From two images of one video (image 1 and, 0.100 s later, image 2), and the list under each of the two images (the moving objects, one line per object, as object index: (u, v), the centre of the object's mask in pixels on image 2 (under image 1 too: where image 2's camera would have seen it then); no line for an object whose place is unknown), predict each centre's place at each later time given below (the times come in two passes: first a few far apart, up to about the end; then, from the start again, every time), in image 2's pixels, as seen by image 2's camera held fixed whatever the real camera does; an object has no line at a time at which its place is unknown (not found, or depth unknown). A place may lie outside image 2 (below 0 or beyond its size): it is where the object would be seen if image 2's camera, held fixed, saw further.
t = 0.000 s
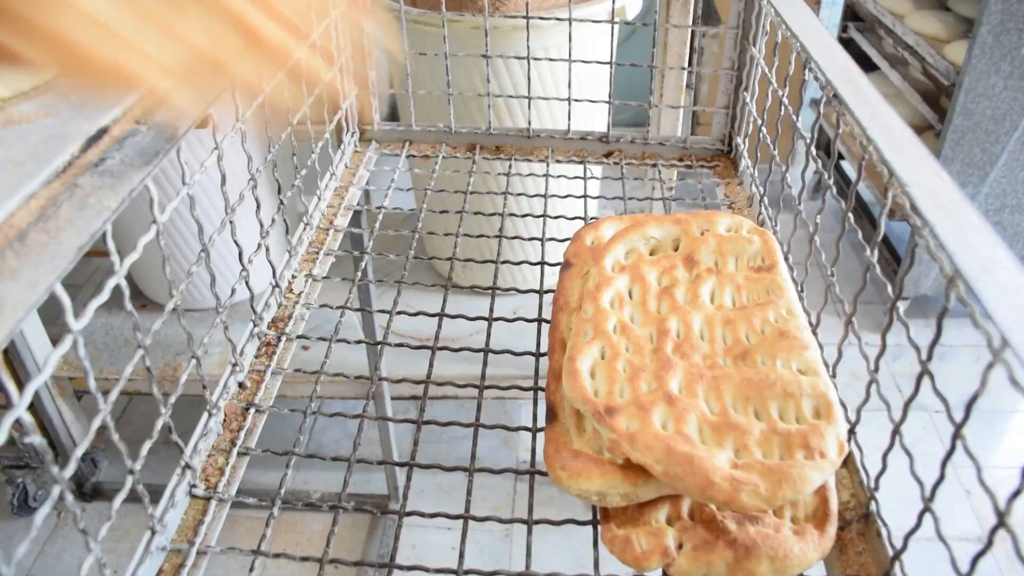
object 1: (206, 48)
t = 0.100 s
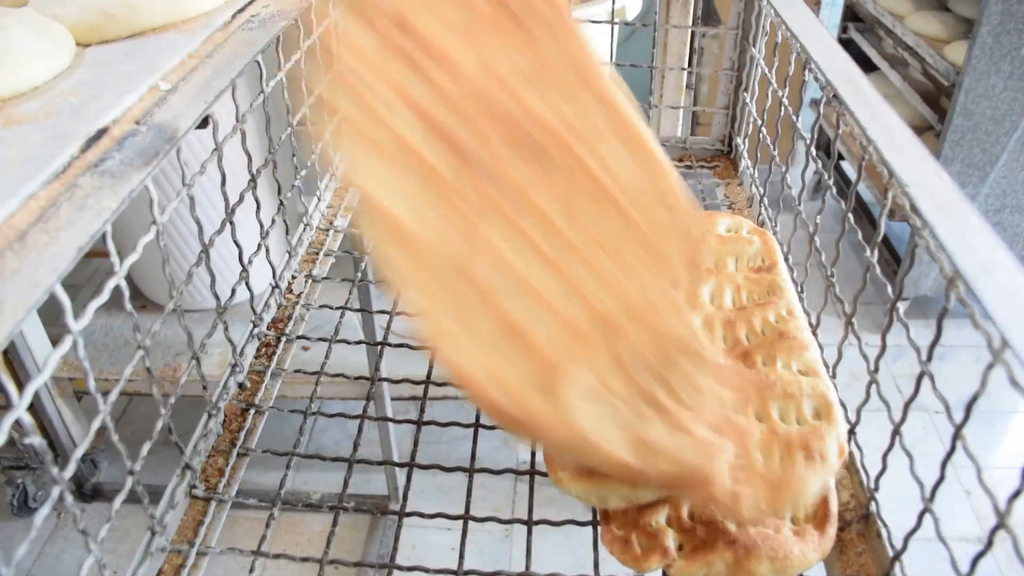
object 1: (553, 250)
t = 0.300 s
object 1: (660, 196)
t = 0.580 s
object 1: (599, 195)
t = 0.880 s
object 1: (515, 205)
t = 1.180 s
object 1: (505, 205)
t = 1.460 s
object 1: (505, 205)
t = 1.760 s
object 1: (505, 205)
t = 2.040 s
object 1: (504, 204)
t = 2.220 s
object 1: (505, 204)
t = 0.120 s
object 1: (583, 253)
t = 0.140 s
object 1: (623, 289)
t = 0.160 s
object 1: (650, 304)
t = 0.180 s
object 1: (659, 279)
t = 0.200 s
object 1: (664, 254)
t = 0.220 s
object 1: (664, 233)
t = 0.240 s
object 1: (664, 217)
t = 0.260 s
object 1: (663, 205)
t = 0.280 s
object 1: (662, 199)
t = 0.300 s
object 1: (660, 196)
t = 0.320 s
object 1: (658, 197)
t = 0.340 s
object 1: (656, 202)
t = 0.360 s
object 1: (651, 206)
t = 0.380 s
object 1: (650, 210)
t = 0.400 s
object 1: (649, 215)
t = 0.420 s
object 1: (644, 214)
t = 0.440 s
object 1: (638, 210)
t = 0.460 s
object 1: (633, 204)
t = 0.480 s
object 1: (627, 201)
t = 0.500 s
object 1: (622, 197)
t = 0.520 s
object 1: (616, 196)
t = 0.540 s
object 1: (610, 196)
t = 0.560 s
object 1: (604, 196)
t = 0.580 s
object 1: (599, 195)
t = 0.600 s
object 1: (592, 196)
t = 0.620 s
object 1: (586, 198)
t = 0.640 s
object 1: (579, 200)
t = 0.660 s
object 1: (573, 198)
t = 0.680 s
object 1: (567, 197)
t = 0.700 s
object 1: (562, 196)
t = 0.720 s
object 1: (556, 197)
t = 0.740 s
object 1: (551, 198)
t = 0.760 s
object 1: (545, 199)
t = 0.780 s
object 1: (540, 200)
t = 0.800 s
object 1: (534, 200)
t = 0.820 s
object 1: (529, 202)
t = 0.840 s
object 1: (524, 203)
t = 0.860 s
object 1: (520, 204)
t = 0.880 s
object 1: (515, 205)
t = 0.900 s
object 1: (512, 204)
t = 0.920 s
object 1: (509, 204)
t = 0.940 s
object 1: (506, 204)
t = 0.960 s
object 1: (505, 204)
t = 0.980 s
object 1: (505, 204)
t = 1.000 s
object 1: (505, 205)
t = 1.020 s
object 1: (505, 205)
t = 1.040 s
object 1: (505, 205)
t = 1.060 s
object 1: (505, 205)
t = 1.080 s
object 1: (505, 205)
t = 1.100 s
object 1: (505, 205)
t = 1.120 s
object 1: (505, 205)
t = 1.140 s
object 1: (505, 205)
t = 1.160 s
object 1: (505, 205)
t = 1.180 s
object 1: (505, 205)
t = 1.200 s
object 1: (505, 205)
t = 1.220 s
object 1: (505, 205)
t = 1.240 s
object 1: (505, 205)
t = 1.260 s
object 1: (505, 205)
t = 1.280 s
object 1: (505, 205)
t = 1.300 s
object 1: (505, 205)
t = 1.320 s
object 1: (505, 205)
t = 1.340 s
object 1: (505, 205)
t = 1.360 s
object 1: (505, 205)
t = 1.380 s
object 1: (505, 205)
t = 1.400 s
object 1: (505, 205)
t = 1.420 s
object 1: (505, 205)
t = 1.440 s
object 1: (505, 205)
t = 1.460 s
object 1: (505, 205)
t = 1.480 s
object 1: (505, 205)
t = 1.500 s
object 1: (505, 205)
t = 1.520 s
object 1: (505, 205)
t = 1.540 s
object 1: (505, 205)
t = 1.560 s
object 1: (505, 205)
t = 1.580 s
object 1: (505, 205)
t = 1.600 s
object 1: (505, 205)
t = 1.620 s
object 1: (505, 205)
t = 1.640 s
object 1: (505, 205)
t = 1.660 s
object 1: (505, 205)
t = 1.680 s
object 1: (505, 205)
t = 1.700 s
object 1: (505, 205)
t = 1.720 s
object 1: (505, 205)
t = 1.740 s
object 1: (505, 205)
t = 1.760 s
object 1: (505, 205)
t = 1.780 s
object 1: (505, 205)
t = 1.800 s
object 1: (505, 205)
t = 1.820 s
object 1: (505, 205)
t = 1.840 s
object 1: (505, 205)
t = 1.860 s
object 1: (505, 205)
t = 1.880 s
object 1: (505, 205)
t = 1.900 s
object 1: (505, 205)
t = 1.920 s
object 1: (505, 204)
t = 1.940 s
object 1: (505, 204)
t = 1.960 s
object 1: (505, 204)
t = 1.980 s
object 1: (505, 204)
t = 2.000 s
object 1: (504, 204)
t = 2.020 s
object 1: (504, 204)
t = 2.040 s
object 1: (504, 204)
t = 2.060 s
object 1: (505, 204)
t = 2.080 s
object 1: (505, 204)
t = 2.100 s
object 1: (504, 204)
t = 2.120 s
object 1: (505, 204)
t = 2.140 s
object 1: (505, 204)
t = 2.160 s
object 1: (505, 204)
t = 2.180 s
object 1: (505, 204)
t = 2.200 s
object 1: (505, 204)
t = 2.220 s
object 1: (505, 204)
